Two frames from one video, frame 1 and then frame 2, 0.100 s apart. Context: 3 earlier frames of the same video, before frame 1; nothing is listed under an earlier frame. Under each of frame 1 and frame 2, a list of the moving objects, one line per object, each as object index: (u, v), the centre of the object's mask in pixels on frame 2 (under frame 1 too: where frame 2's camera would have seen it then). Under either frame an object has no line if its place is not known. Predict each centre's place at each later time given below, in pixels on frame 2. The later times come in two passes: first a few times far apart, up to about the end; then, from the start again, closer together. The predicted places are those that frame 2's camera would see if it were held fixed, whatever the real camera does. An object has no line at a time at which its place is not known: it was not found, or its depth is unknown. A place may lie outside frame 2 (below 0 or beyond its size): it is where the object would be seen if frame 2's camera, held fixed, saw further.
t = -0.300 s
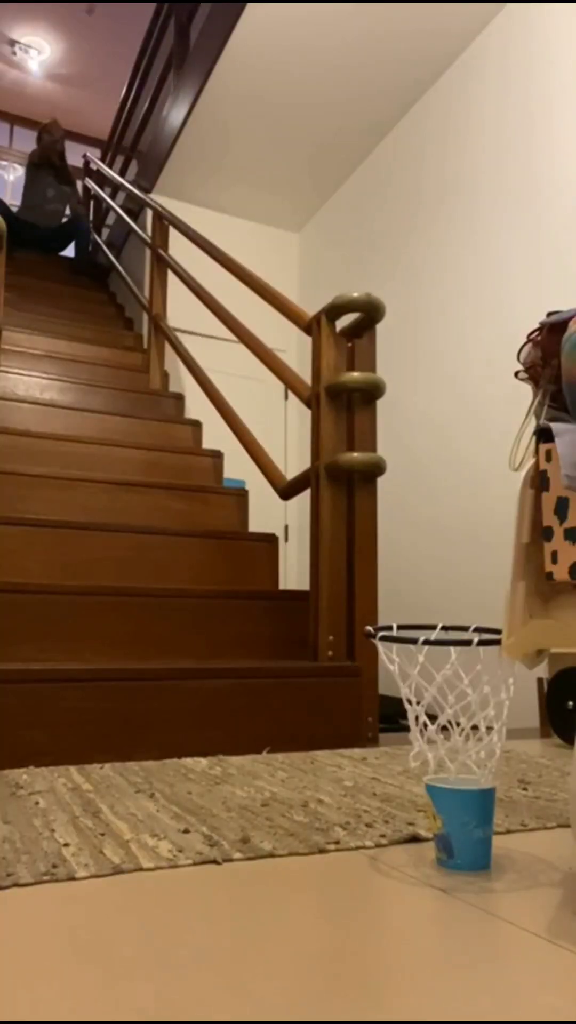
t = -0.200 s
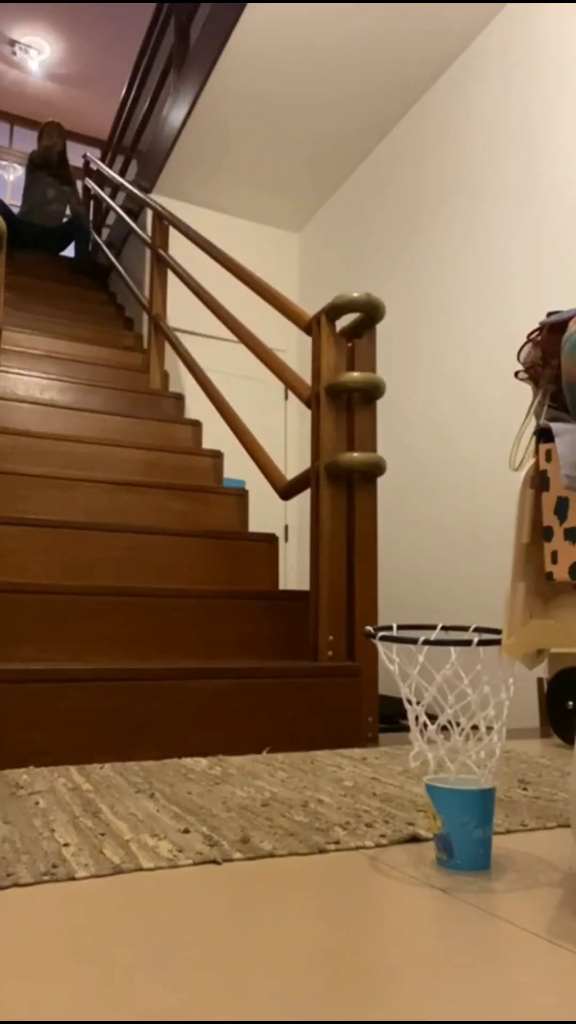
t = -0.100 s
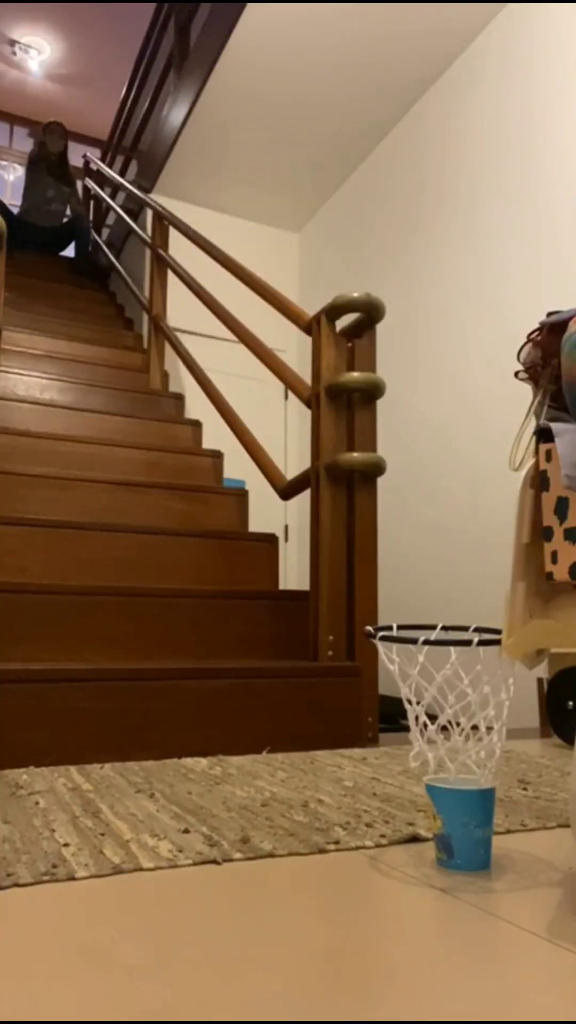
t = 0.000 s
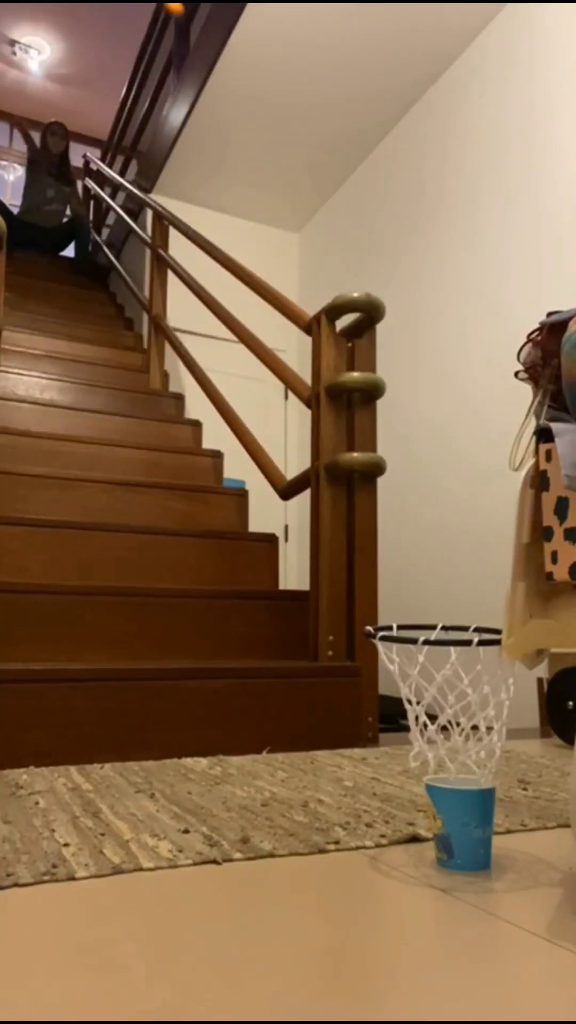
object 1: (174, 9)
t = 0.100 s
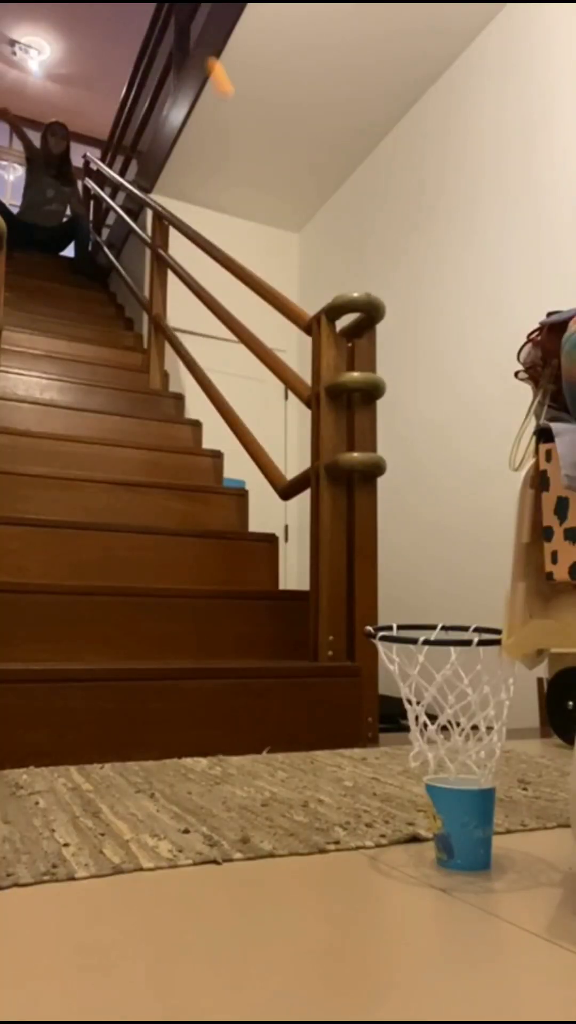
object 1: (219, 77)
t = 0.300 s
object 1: (407, 607)
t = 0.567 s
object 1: (432, 660)
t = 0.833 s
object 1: (446, 726)
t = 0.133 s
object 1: (240, 121)
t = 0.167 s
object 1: (263, 176)
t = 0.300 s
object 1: (407, 607)
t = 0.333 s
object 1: (420, 596)
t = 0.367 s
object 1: (436, 588)
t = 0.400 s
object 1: (454, 587)
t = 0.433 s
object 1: (471, 595)
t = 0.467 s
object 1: (489, 612)
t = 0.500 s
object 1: (489, 626)
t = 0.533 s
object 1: (465, 630)
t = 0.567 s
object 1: (432, 660)
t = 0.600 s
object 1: (405, 680)
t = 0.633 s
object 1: (395, 687)
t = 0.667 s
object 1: (397, 687)
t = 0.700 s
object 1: (404, 693)
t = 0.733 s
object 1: (413, 696)
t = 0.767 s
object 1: (424, 699)
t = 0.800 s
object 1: (434, 707)
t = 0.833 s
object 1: (446, 726)
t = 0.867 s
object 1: (459, 754)
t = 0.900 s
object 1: (468, 777)
